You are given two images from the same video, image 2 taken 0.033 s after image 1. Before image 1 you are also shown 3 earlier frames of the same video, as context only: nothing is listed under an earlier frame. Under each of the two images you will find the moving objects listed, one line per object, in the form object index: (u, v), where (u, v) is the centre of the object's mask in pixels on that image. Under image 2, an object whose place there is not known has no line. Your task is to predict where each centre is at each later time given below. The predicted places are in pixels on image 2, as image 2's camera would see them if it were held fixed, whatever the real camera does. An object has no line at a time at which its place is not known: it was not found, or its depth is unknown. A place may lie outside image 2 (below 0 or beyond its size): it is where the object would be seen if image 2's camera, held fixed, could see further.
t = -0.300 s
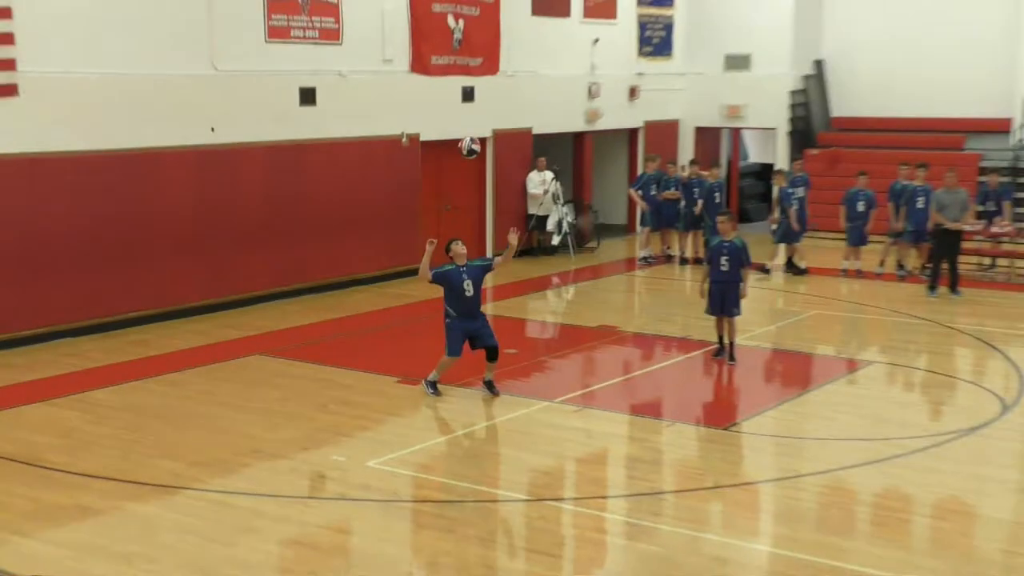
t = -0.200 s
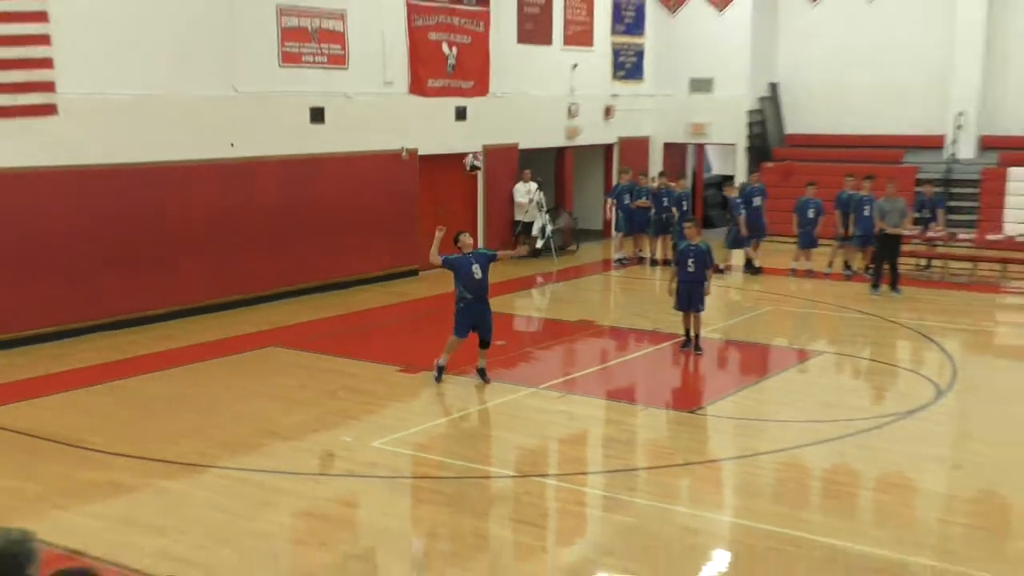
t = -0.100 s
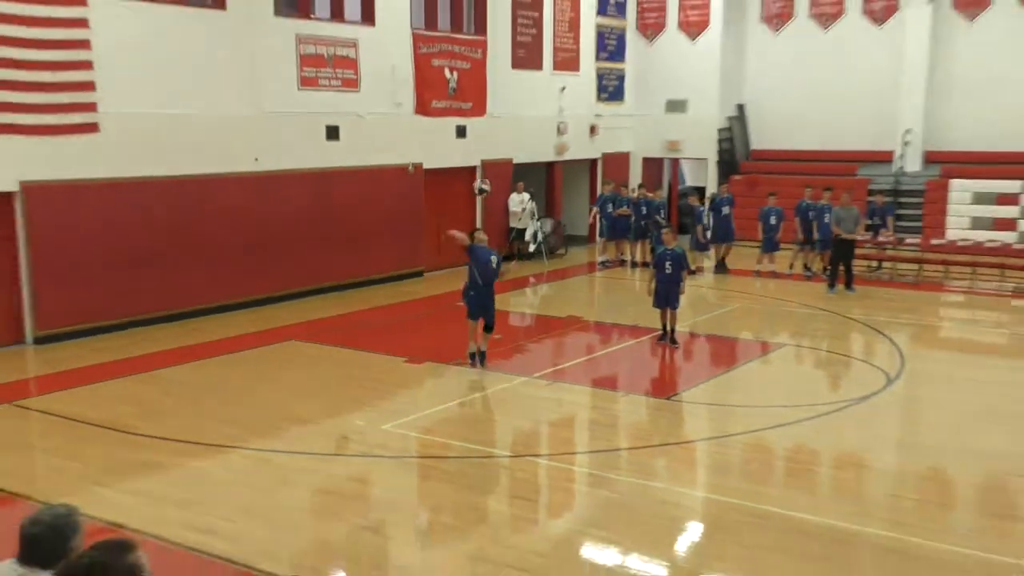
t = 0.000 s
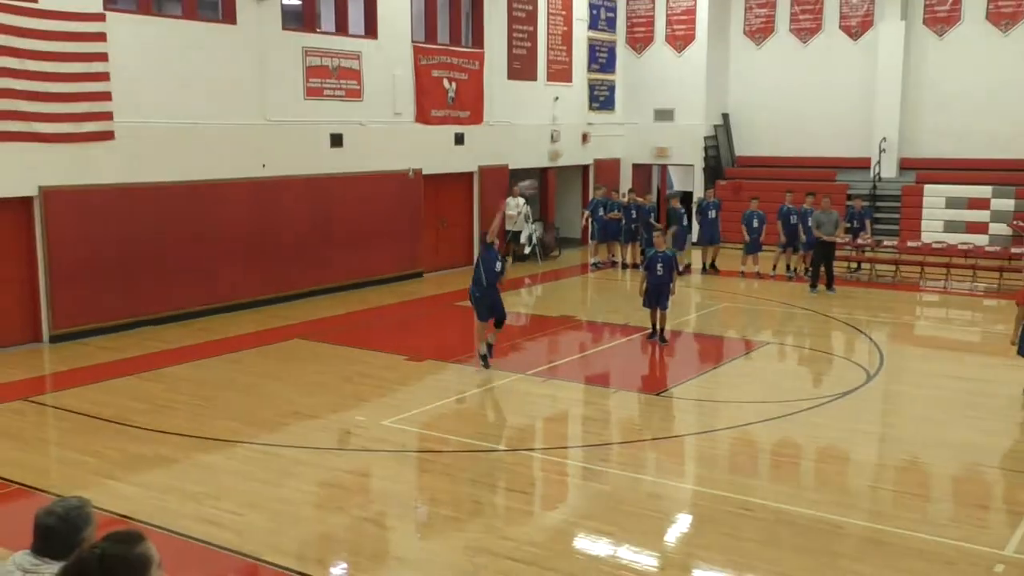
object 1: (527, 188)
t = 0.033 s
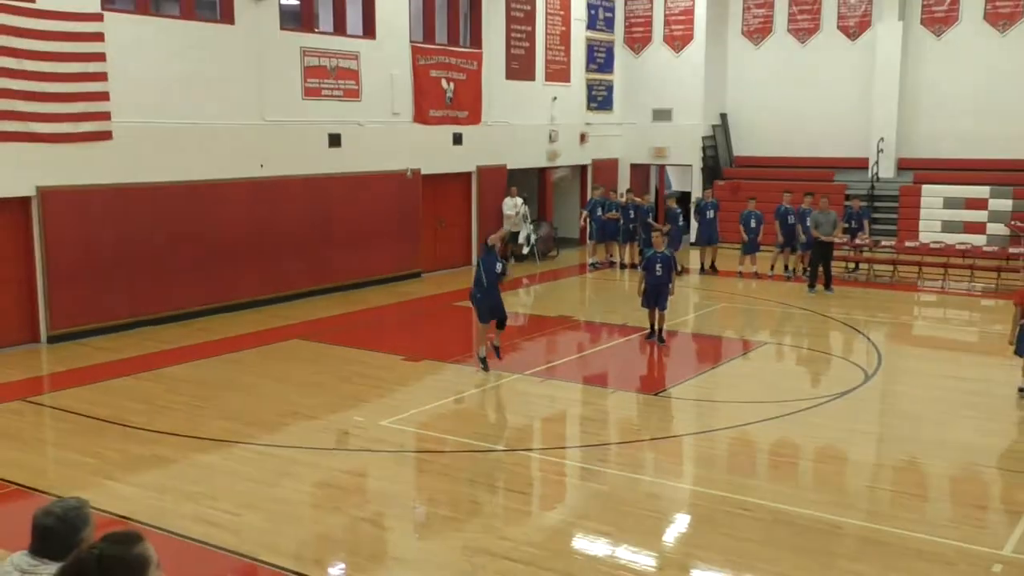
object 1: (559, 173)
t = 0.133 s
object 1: (676, 144)
